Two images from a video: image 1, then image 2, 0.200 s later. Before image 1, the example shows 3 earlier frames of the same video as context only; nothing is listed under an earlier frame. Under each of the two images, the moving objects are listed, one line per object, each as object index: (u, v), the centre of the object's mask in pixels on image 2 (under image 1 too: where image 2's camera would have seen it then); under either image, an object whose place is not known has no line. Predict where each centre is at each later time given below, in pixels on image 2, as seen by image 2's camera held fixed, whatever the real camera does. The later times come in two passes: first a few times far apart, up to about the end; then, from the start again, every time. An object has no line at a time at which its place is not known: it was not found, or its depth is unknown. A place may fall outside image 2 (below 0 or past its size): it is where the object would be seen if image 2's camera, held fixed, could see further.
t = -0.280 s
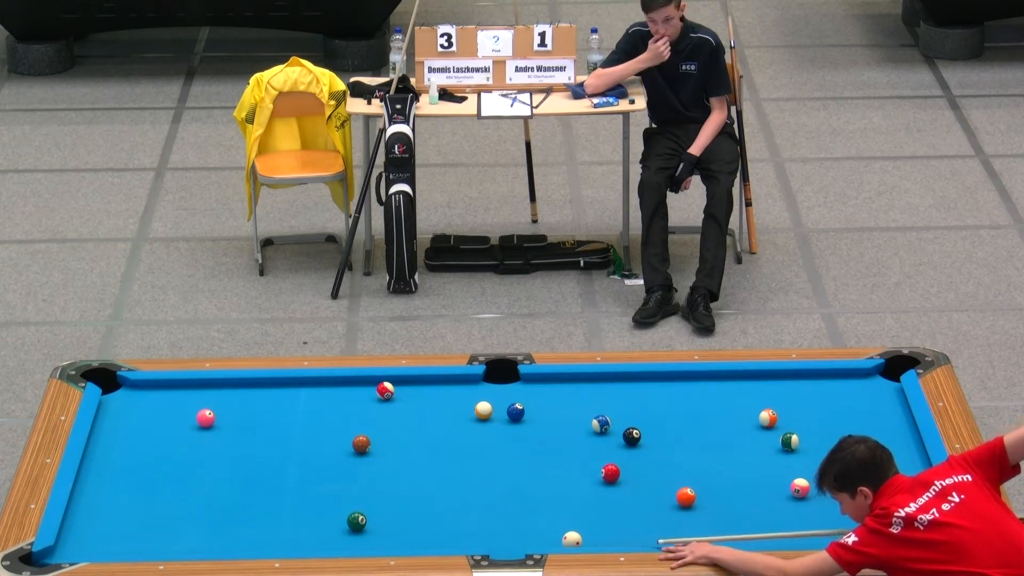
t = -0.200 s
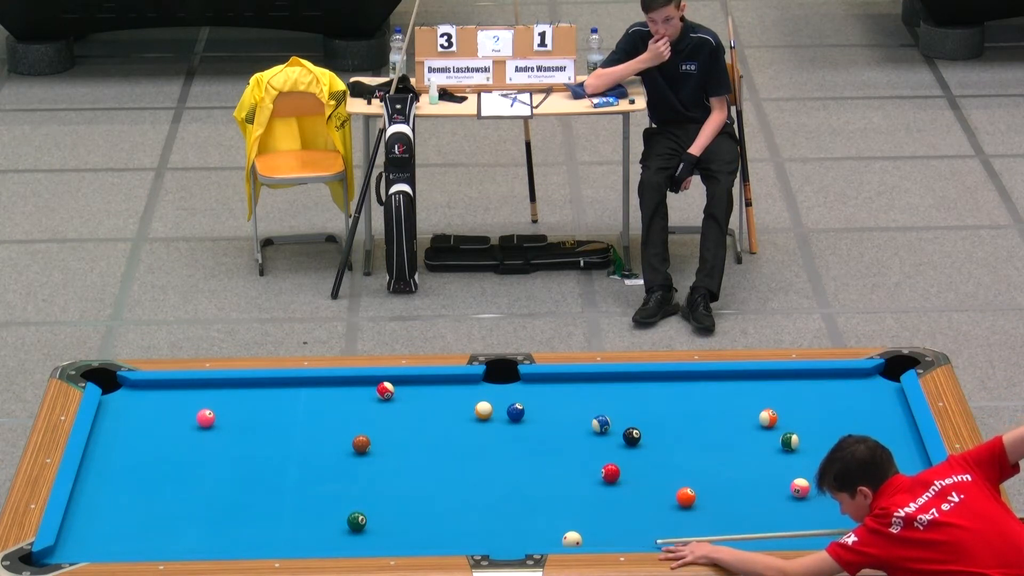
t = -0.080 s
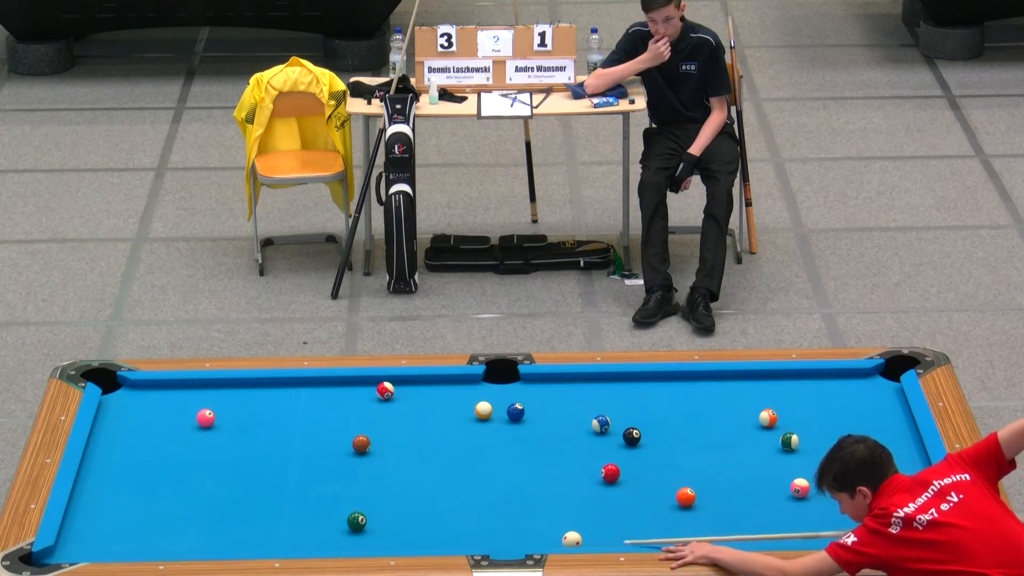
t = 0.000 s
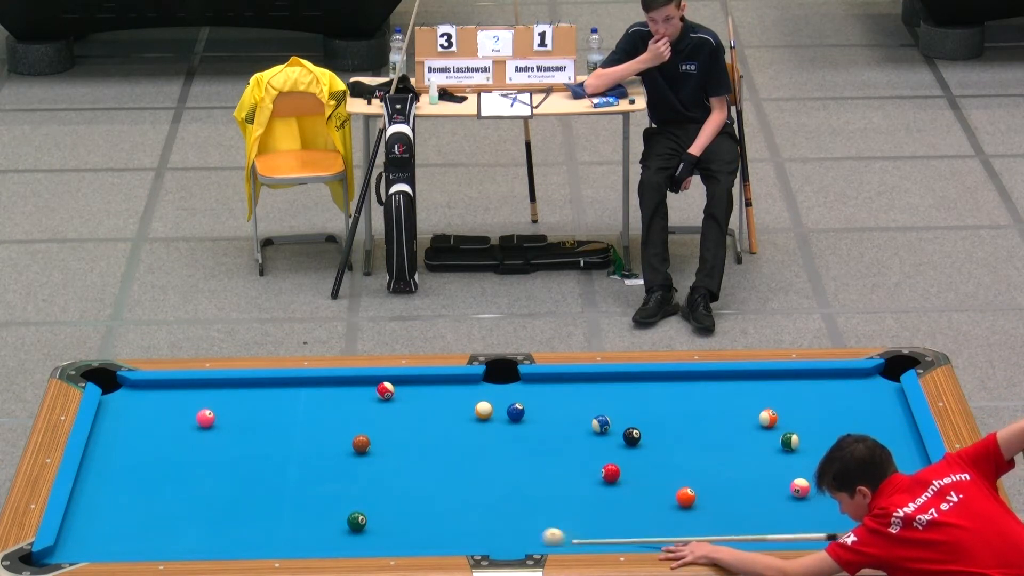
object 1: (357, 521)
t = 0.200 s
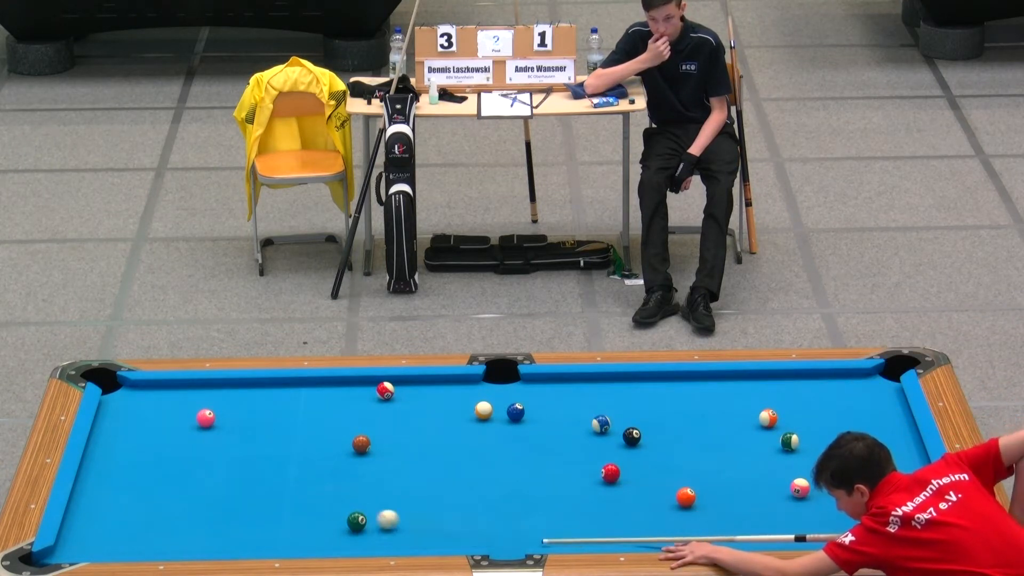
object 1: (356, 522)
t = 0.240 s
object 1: (343, 523)
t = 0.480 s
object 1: (223, 539)
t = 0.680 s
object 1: (139, 547)
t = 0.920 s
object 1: (52, 555)
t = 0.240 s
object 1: (343, 523)
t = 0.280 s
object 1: (320, 526)
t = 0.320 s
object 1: (298, 529)
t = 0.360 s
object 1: (277, 532)
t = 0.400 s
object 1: (258, 534)
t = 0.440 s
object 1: (240, 537)
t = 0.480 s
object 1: (223, 539)
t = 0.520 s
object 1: (206, 541)
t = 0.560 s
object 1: (190, 542)
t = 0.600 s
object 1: (173, 544)
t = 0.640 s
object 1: (155, 546)
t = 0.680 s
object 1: (139, 547)
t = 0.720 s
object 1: (122, 548)
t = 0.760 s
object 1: (105, 550)
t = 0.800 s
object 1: (88, 551)
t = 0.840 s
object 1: (73, 552)
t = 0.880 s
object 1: (60, 553)
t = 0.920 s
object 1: (52, 555)
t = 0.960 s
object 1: (53, 557)
